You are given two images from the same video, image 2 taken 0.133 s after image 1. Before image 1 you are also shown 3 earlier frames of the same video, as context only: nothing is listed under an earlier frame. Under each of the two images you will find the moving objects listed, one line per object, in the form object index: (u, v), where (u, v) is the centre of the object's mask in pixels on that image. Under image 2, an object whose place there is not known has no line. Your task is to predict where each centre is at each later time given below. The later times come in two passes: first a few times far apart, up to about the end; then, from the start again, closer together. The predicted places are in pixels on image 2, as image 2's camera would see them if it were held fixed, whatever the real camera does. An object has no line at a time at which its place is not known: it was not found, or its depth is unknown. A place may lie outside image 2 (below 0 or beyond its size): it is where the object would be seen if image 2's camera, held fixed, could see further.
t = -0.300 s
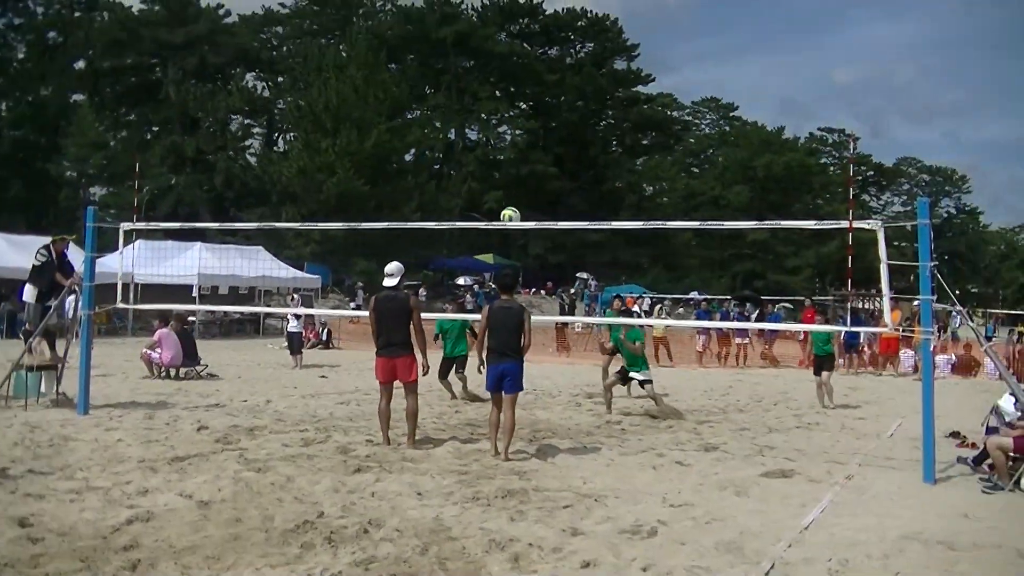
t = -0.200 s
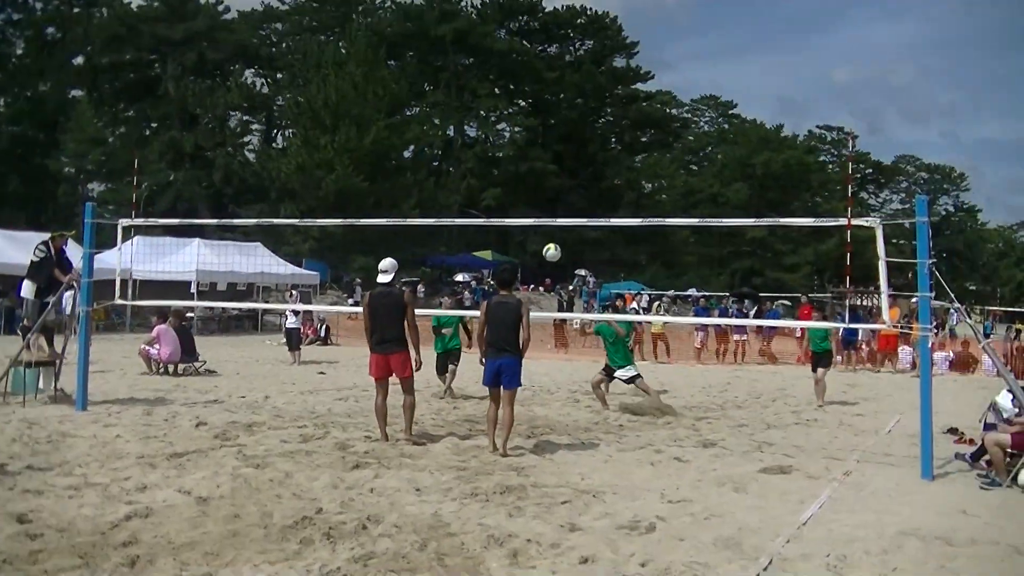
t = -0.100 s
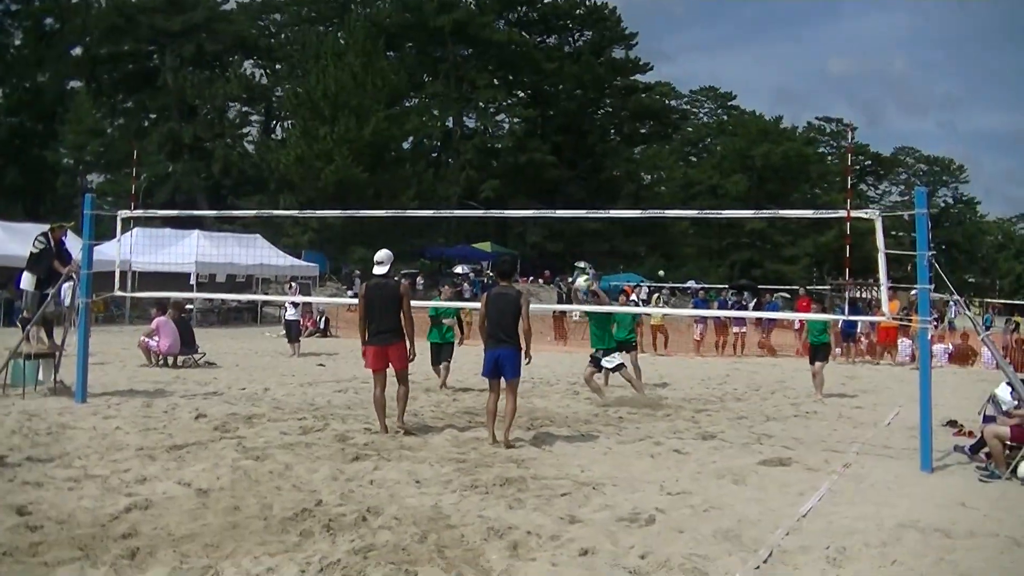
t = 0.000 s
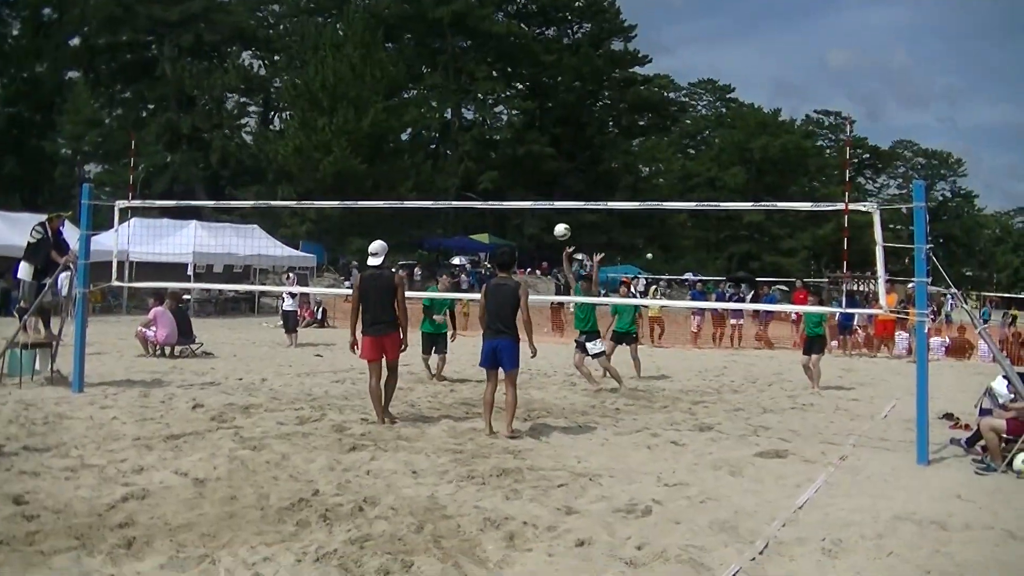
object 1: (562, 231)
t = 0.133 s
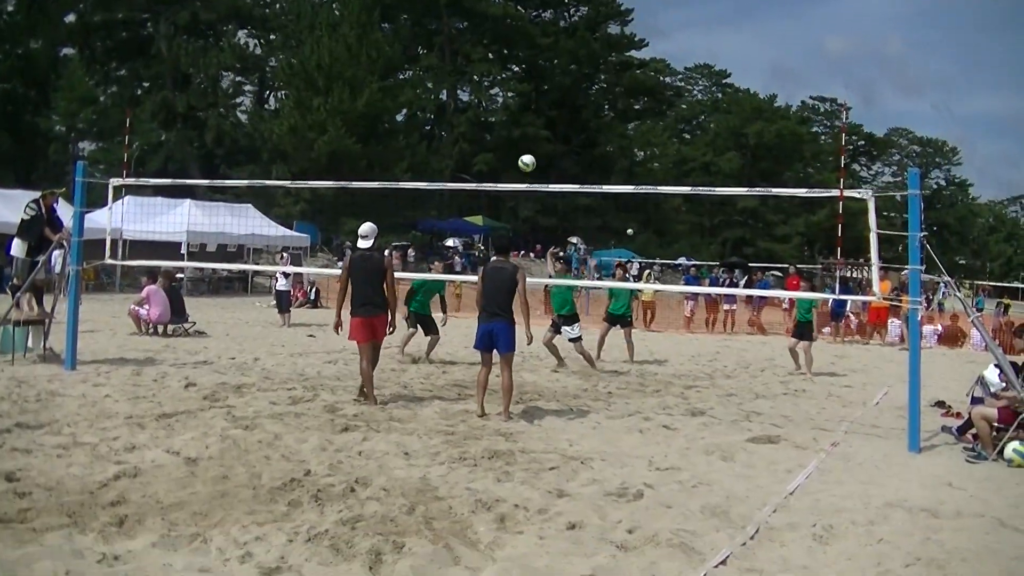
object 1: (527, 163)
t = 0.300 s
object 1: (488, 117)
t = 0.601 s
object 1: (415, 88)
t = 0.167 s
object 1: (519, 152)
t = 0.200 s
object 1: (511, 142)
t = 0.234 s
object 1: (504, 133)
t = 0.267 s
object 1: (496, 124)
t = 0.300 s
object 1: (488, 117)
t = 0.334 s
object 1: (480, 111)
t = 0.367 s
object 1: (472, 105)
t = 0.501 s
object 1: (440, 90)
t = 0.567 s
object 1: (424, 88)
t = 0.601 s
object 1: (415, 88)
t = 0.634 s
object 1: (406, 89)
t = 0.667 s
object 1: (397, 91)
